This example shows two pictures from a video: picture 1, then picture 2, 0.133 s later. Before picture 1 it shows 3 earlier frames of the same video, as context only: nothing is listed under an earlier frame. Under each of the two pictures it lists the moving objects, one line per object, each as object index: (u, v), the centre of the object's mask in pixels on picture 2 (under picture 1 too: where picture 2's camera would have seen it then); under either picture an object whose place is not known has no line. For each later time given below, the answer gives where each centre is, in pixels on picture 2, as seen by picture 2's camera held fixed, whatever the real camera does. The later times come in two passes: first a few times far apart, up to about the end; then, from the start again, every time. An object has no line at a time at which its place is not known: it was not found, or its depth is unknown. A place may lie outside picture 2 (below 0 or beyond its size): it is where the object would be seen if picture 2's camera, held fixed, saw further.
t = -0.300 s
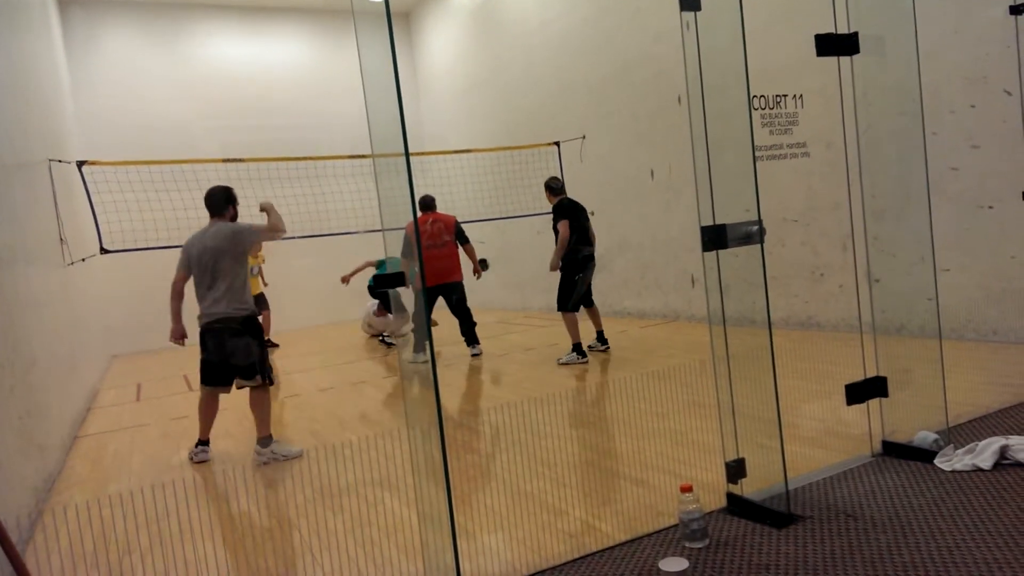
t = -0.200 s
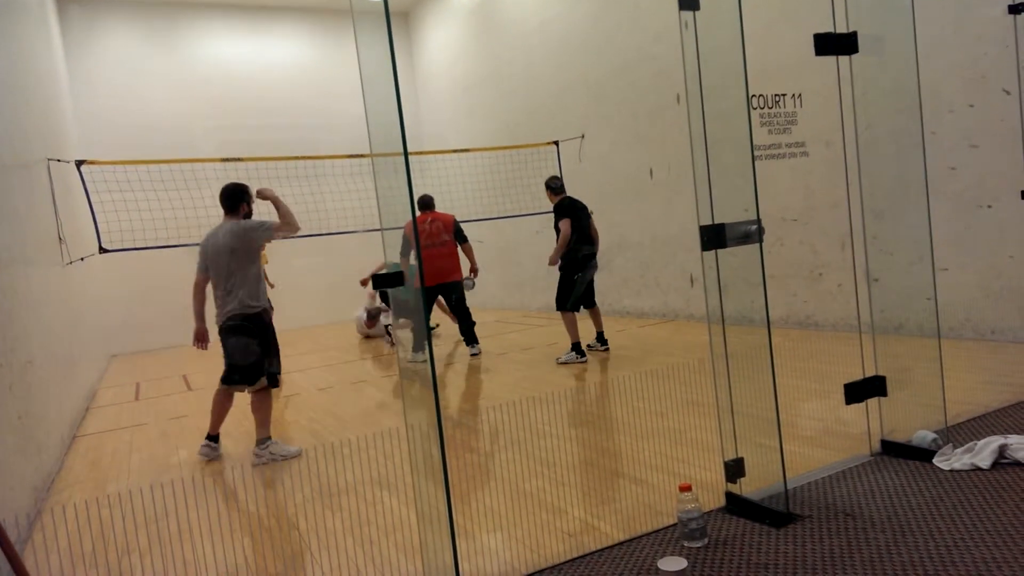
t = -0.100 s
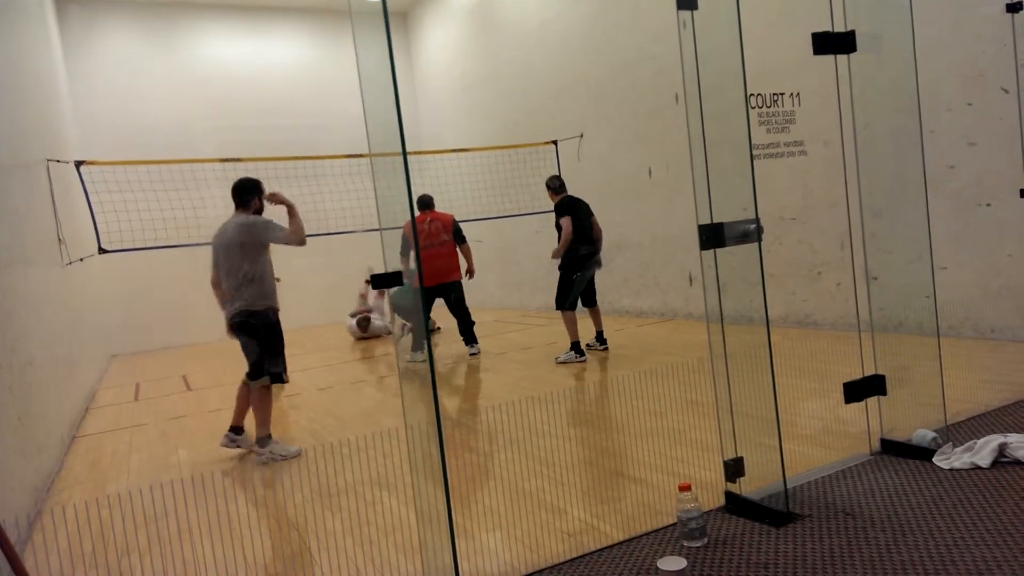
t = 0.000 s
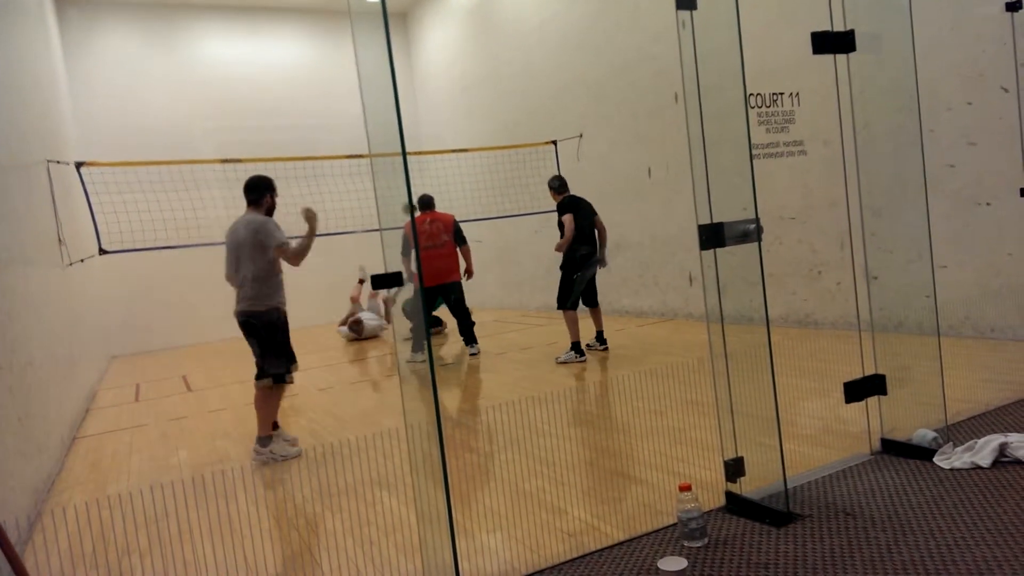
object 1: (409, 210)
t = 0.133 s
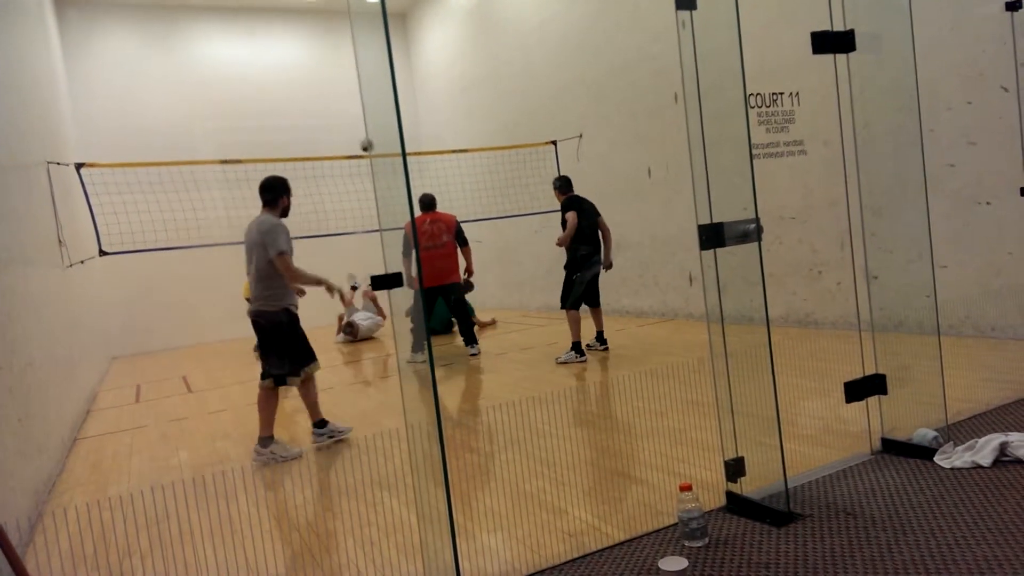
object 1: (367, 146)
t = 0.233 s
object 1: (337, 106)
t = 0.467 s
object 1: (273, 42)
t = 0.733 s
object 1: (211, 15)
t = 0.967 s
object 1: (164, 28)
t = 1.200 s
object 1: (125, 70)
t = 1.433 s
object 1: (110, 115)
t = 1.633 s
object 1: (107, 173)
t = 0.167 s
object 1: (357, 131)
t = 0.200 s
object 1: (347, 118)
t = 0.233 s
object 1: (337, 106)
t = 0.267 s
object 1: (327, 94)
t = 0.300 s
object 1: (318, 84)
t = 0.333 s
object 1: (307, 74)
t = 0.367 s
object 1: (298, 65)
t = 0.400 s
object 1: (289, 56)
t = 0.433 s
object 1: (280, 49)
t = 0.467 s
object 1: (273, 42)
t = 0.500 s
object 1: (264, 36)
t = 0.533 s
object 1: (256, 31)
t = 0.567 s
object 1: (249, 27)
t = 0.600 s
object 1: (241, 23)
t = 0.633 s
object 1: (233, 20)
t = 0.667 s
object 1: (225, 17)
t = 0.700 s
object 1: (218, 17)
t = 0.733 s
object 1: (211, 15)
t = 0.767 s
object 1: (203, 15)
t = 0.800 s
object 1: (198, 16)
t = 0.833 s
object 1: (190, 17)
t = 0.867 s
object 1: (184, 19)
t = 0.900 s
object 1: (177, 21)
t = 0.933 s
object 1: (170, 24)
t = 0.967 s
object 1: (164, 28)
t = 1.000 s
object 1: (157, 32)
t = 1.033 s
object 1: (152, 37)
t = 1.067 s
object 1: (147, 42)
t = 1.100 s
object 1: (141, 47)
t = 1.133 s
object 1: (136, 54)
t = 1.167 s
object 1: (130, 62)
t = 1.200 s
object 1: (125, 70)
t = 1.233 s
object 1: (120, 77)
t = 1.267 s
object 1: (115, 86)
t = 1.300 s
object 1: (112, 92)
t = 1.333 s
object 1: (111, 97)
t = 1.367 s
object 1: (110, 102)
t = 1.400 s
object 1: (110, 108)
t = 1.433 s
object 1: (110, 115)
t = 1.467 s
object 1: (109, 123)
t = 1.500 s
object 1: (108, 131)
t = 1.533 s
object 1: (108, 141)
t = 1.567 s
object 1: (107, 150)
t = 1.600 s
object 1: (107, 159)
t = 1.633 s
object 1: (107, 173)
